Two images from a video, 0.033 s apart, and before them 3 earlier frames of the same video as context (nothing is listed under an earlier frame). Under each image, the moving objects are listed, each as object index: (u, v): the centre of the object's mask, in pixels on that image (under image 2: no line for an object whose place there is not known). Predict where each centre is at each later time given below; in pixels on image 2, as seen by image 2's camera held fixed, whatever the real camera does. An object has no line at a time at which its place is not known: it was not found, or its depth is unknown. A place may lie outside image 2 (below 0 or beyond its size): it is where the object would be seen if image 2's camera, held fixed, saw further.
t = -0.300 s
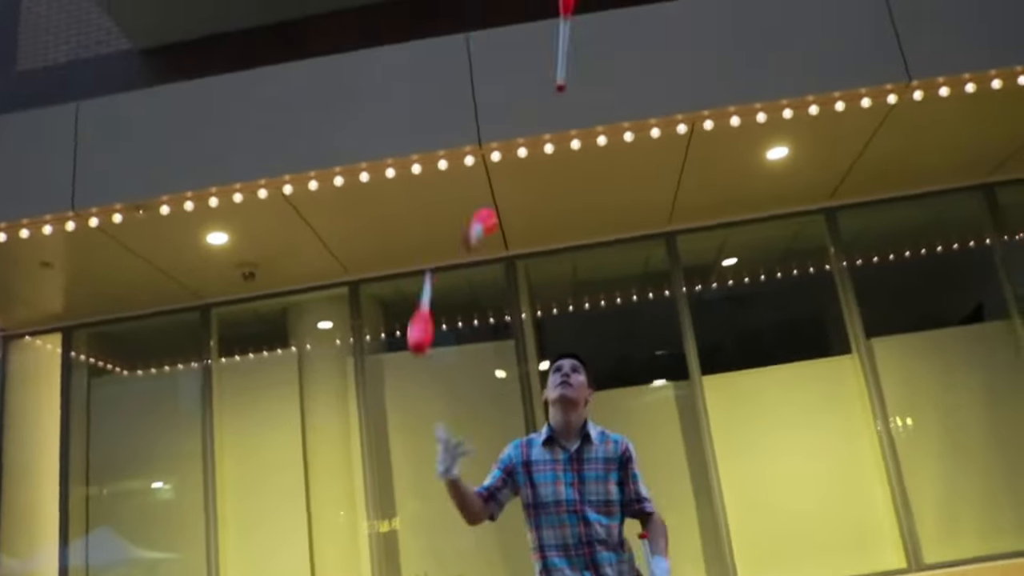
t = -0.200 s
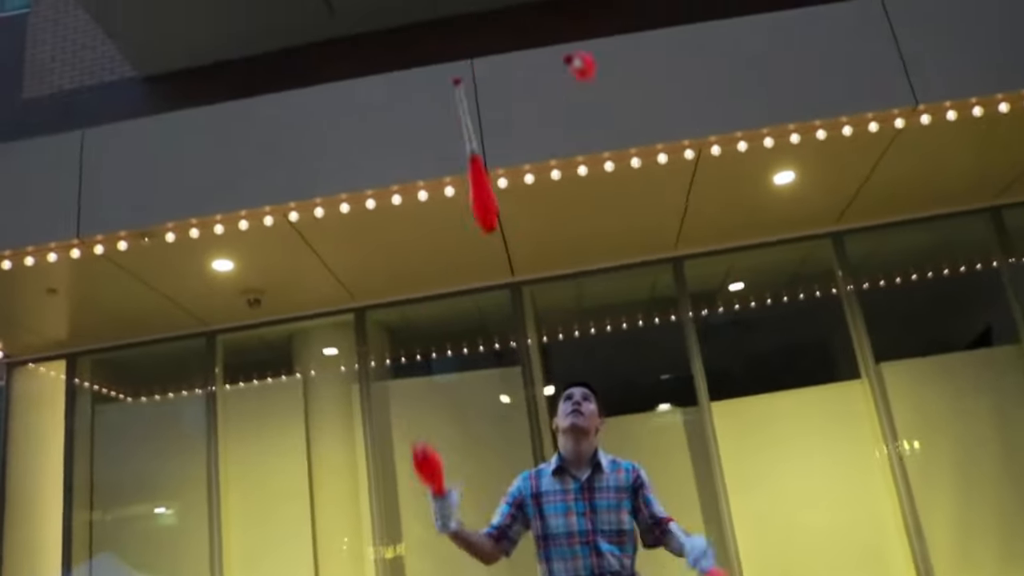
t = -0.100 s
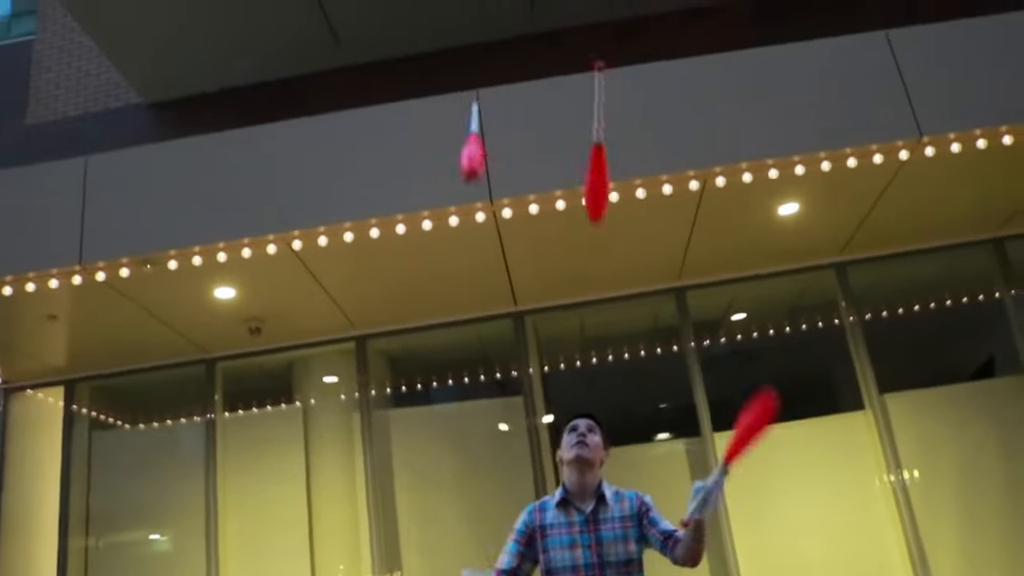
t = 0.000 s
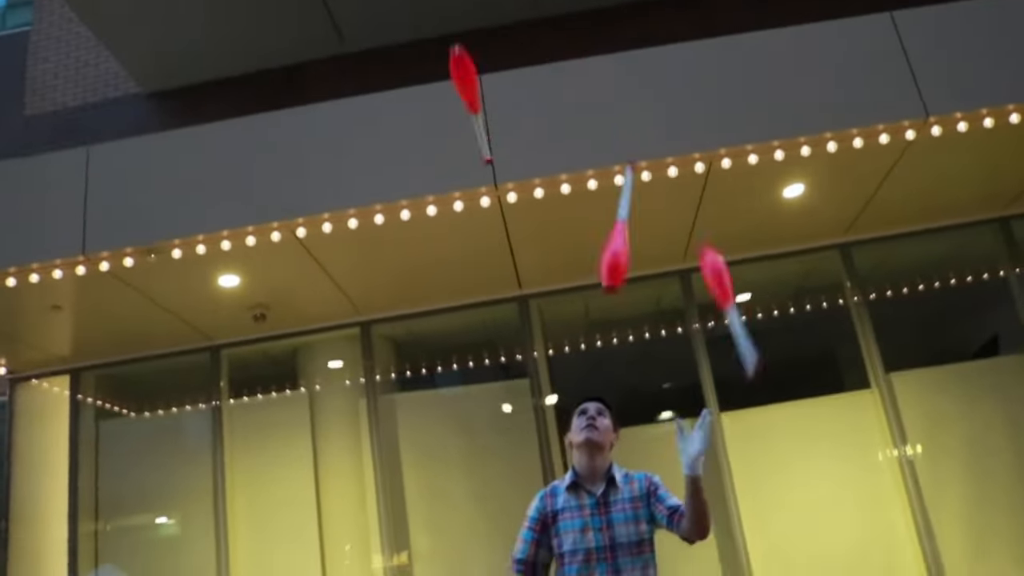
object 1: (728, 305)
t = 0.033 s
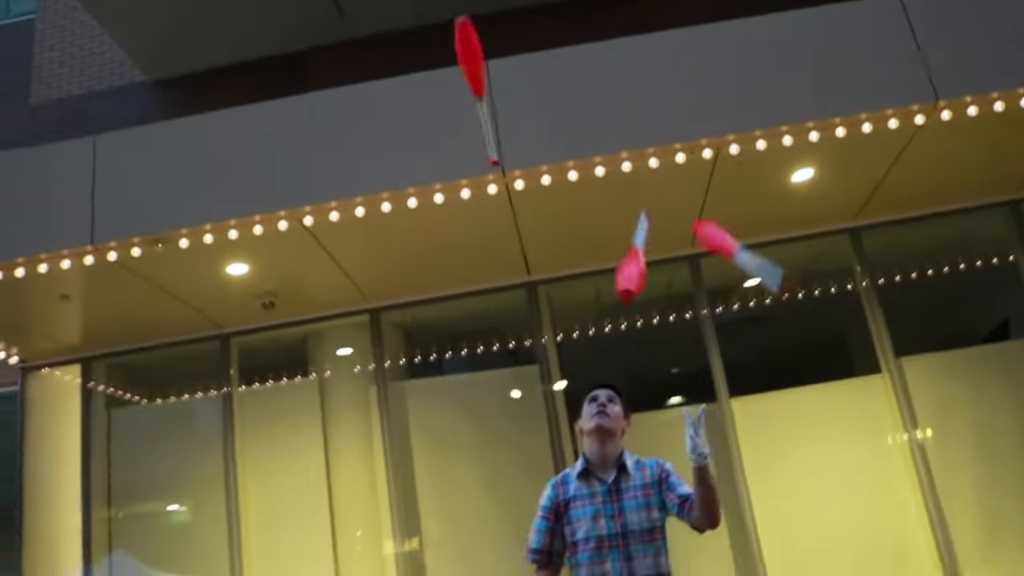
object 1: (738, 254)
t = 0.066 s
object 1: (738, 218)
